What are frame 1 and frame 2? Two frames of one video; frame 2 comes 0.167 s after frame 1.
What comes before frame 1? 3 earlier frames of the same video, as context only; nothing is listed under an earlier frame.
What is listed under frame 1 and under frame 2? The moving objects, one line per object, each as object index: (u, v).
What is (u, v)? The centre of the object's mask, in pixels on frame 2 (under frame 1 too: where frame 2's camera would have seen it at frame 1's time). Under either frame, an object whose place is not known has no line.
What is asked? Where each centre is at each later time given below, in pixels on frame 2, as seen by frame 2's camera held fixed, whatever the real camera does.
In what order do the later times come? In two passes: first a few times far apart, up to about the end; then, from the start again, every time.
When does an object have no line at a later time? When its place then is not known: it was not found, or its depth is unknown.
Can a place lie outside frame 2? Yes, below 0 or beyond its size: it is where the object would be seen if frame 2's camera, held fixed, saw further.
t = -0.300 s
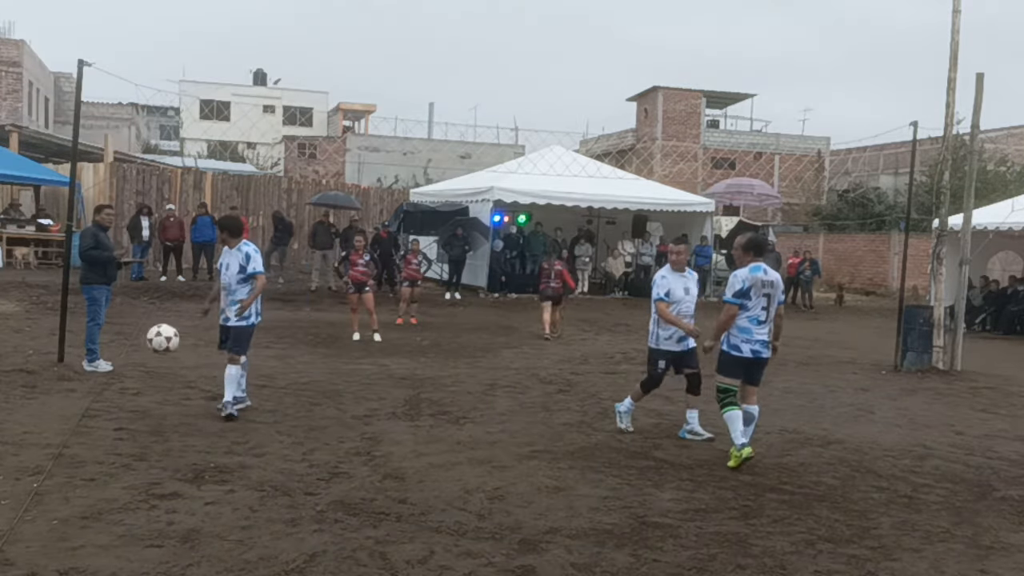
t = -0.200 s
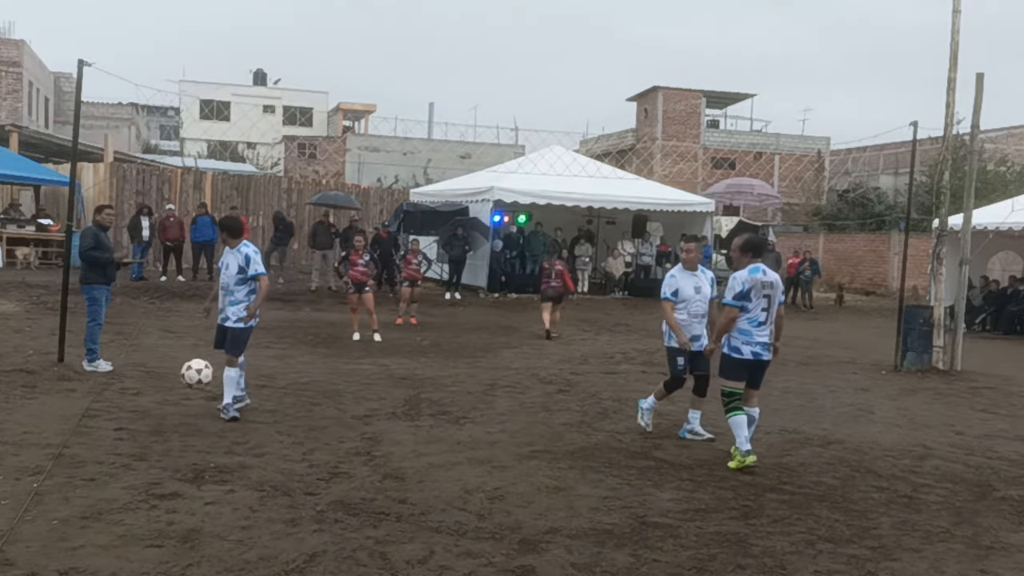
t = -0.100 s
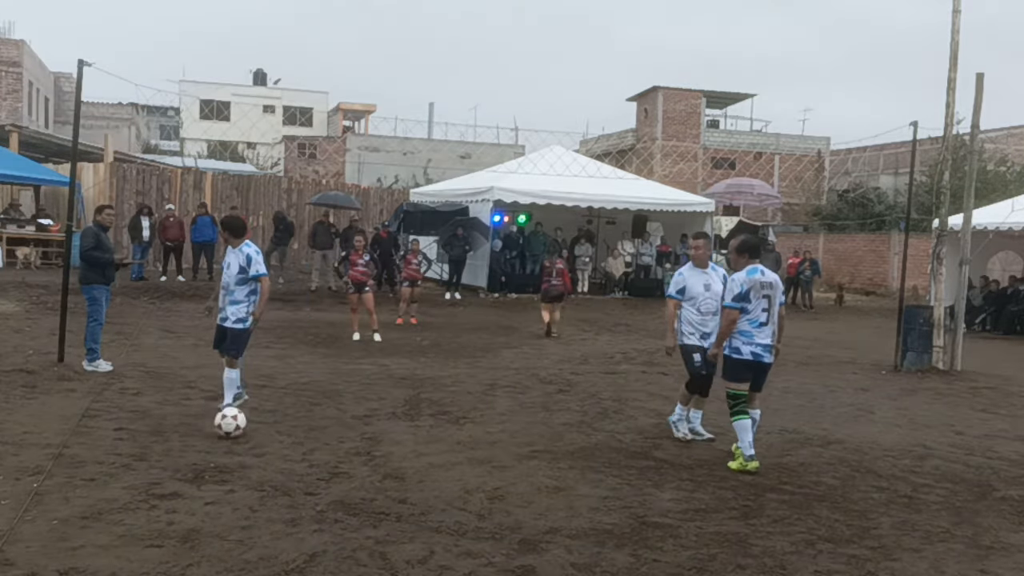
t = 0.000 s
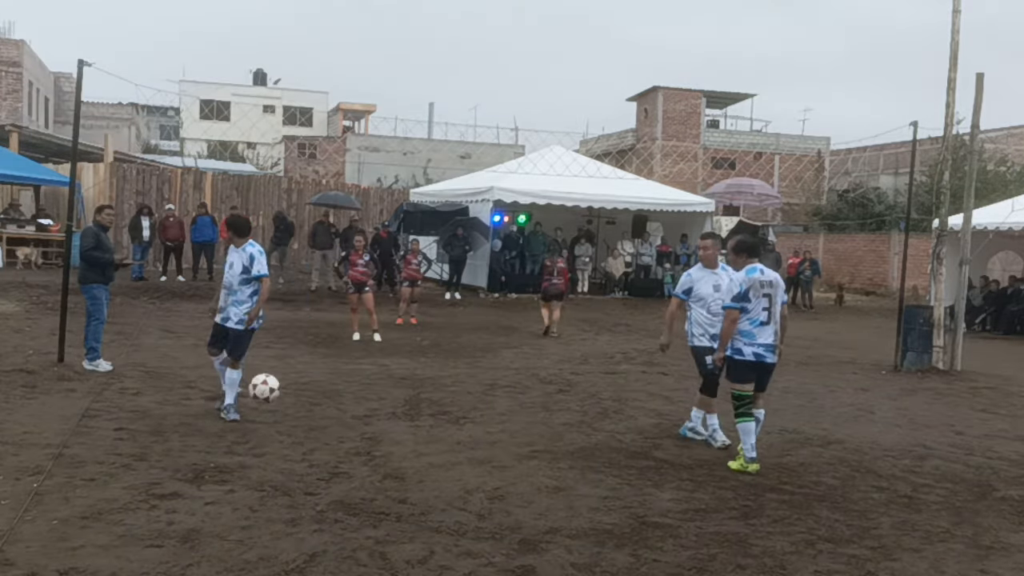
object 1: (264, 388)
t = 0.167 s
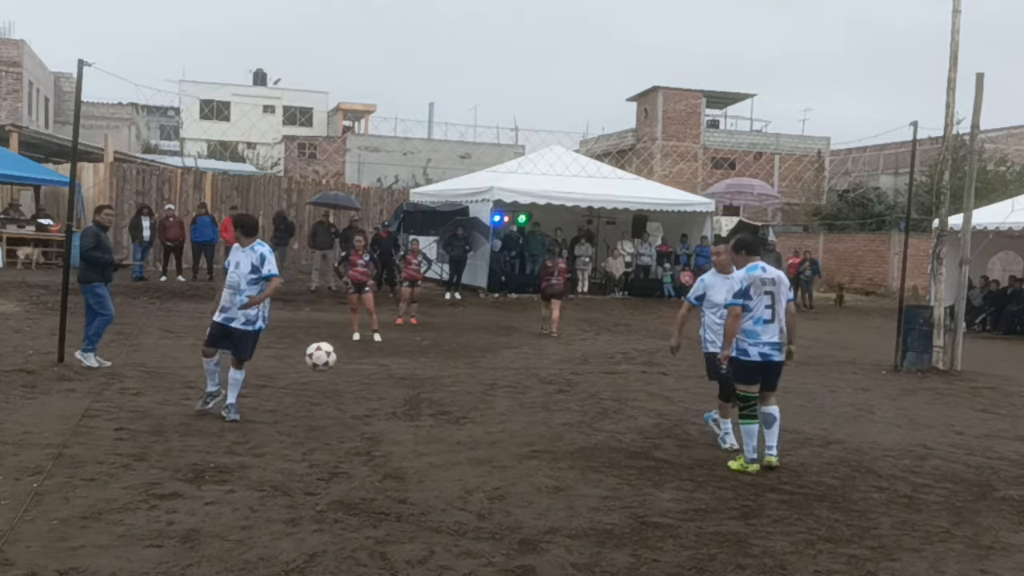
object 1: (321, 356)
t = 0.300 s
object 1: (364, 357)
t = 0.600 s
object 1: (457, 416)
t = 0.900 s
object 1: (548, 383)
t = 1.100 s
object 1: (605, 427)
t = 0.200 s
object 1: (331, 354)
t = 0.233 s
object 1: (342, 354)
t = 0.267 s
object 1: (353, 355)
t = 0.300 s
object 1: (364, 357)
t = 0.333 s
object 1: (374, 361)
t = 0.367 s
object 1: (385, 366)
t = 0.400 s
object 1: (396, 373)
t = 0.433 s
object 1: (406, 381)
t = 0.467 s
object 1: (416, 392)
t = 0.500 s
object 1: (427, 402)
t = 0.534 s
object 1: (437, 415)
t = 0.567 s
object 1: (446, 427)
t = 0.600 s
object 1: (457, 416)
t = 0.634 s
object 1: (468, 407)
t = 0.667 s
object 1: (478, 398)
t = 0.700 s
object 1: (488, 391)
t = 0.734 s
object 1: (498, 387)
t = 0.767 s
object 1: (508, 383)
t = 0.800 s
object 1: (519, 381)
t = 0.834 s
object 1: (528, 380)
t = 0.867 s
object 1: (538, 380)
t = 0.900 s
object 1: (548, 383)
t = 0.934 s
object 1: (558, 386)
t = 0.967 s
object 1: (567, 392)
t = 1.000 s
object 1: (577, 398)
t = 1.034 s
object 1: (586, 406)
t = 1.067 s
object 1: (596, 415)
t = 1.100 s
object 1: (605, 427)
